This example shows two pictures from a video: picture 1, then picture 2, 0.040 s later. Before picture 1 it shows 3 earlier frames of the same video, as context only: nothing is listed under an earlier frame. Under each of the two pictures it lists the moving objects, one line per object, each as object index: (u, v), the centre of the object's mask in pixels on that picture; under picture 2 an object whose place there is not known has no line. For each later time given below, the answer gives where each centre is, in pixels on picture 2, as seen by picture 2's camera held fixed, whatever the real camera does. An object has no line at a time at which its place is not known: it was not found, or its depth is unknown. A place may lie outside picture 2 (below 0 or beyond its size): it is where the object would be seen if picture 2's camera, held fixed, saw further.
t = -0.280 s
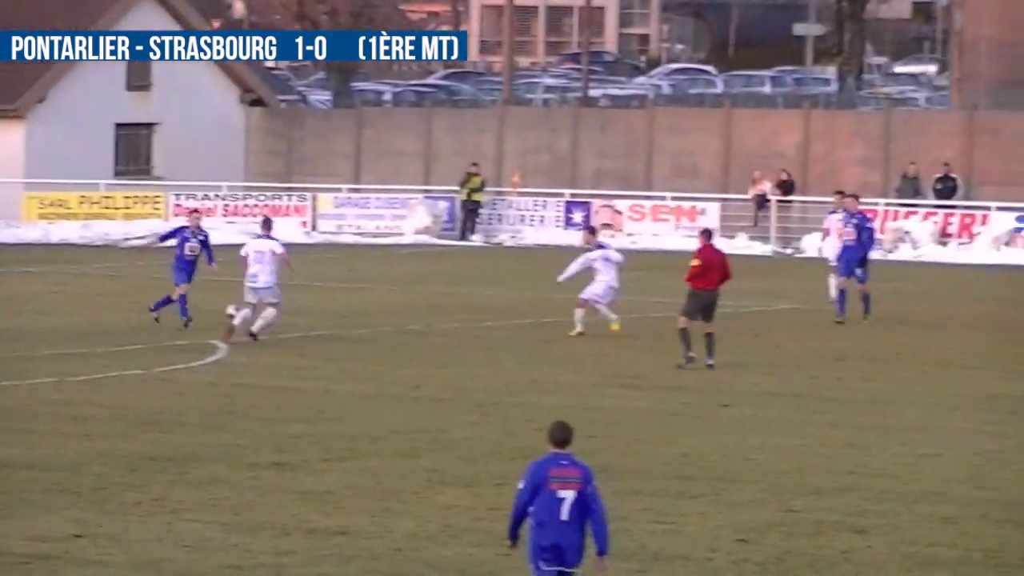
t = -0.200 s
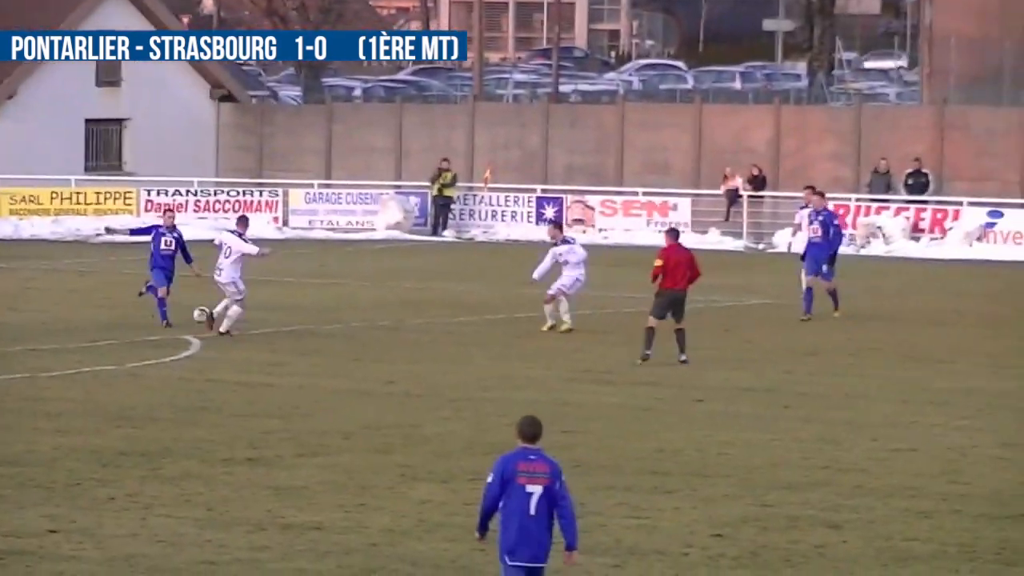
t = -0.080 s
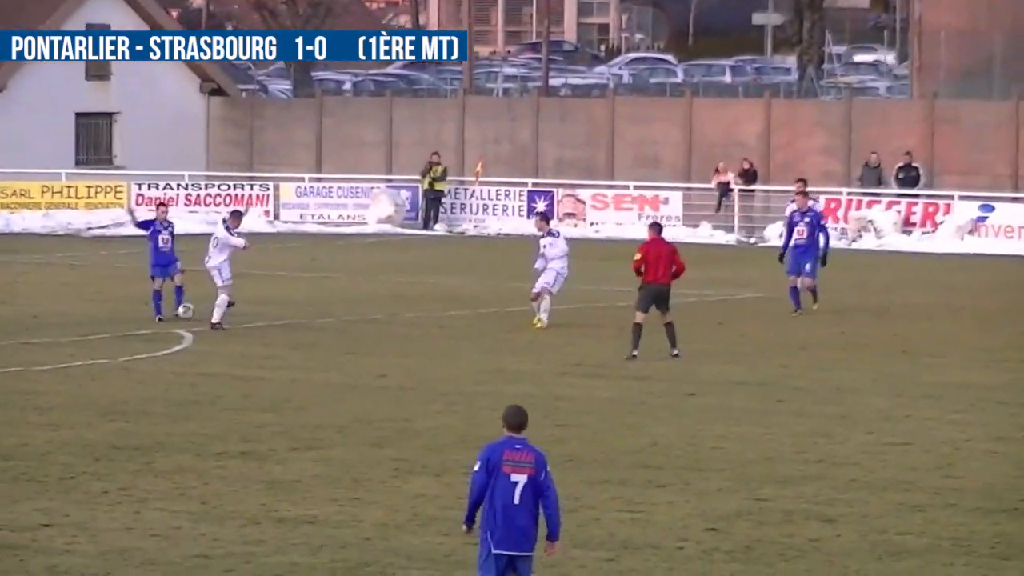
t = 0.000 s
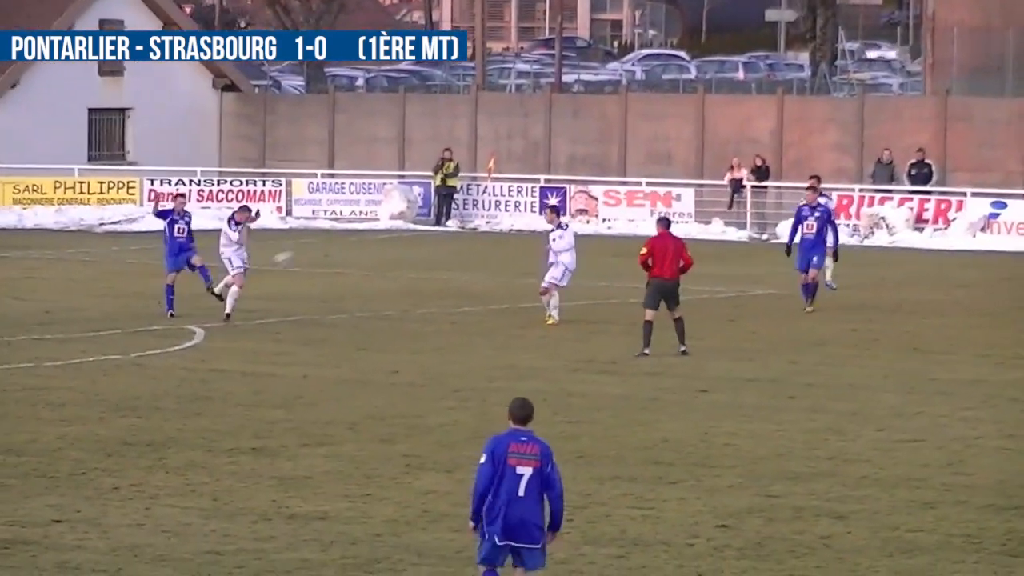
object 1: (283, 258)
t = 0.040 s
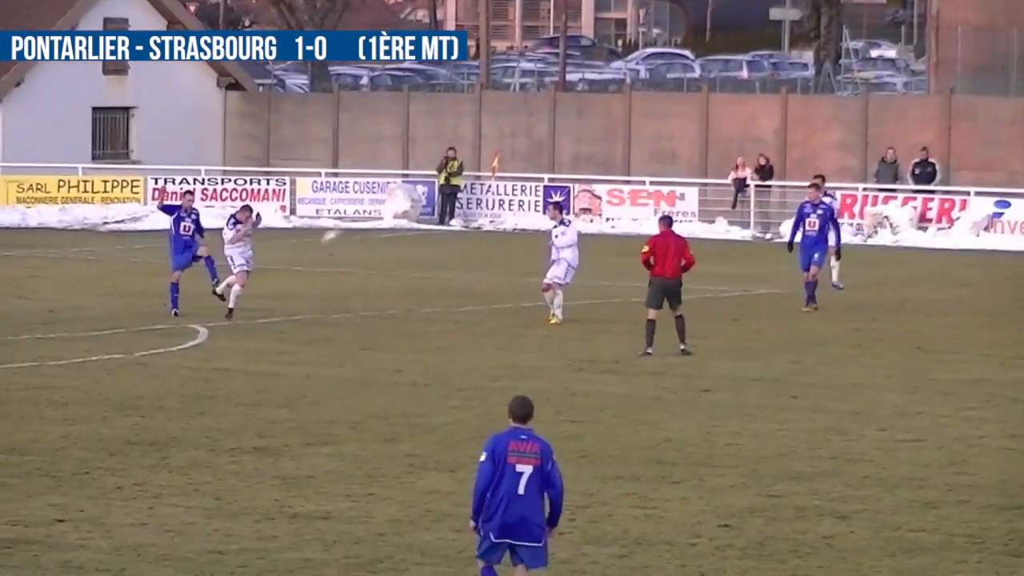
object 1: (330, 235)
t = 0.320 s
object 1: (657, 110)
